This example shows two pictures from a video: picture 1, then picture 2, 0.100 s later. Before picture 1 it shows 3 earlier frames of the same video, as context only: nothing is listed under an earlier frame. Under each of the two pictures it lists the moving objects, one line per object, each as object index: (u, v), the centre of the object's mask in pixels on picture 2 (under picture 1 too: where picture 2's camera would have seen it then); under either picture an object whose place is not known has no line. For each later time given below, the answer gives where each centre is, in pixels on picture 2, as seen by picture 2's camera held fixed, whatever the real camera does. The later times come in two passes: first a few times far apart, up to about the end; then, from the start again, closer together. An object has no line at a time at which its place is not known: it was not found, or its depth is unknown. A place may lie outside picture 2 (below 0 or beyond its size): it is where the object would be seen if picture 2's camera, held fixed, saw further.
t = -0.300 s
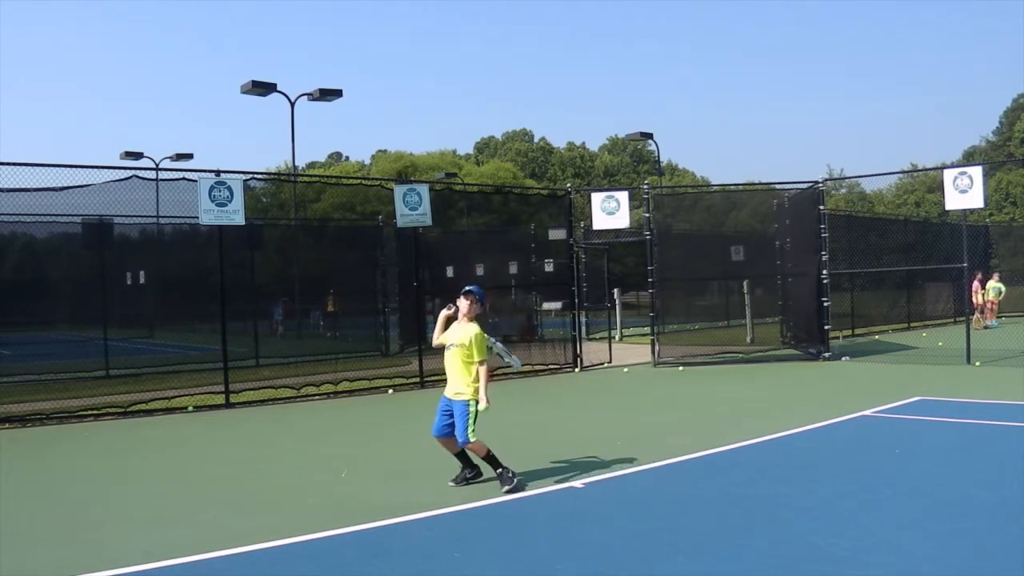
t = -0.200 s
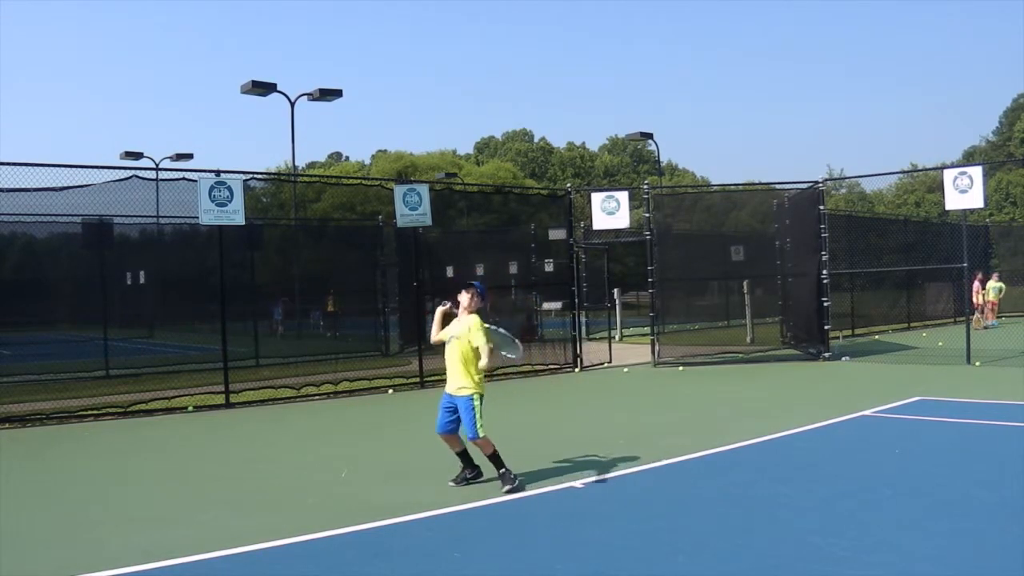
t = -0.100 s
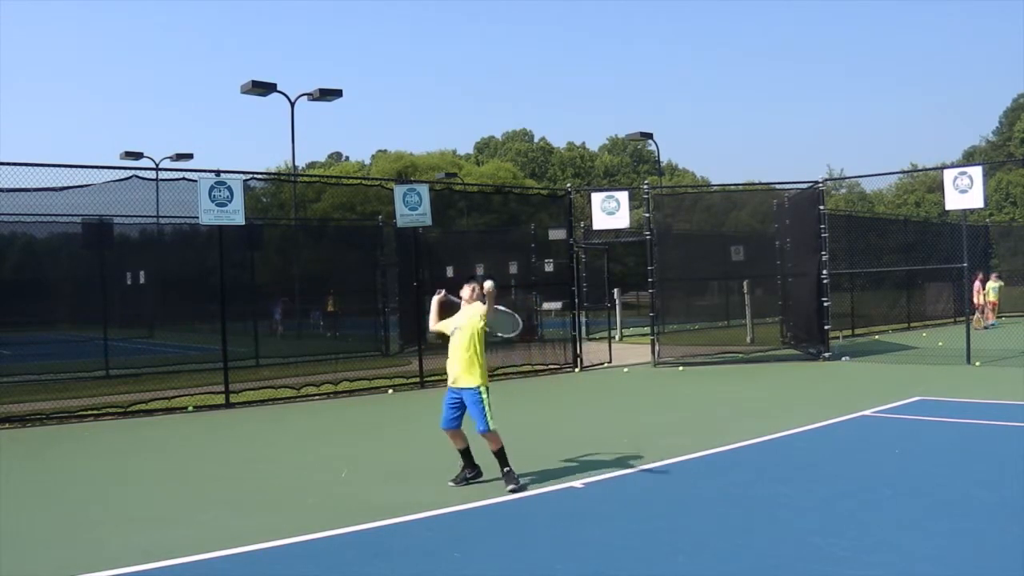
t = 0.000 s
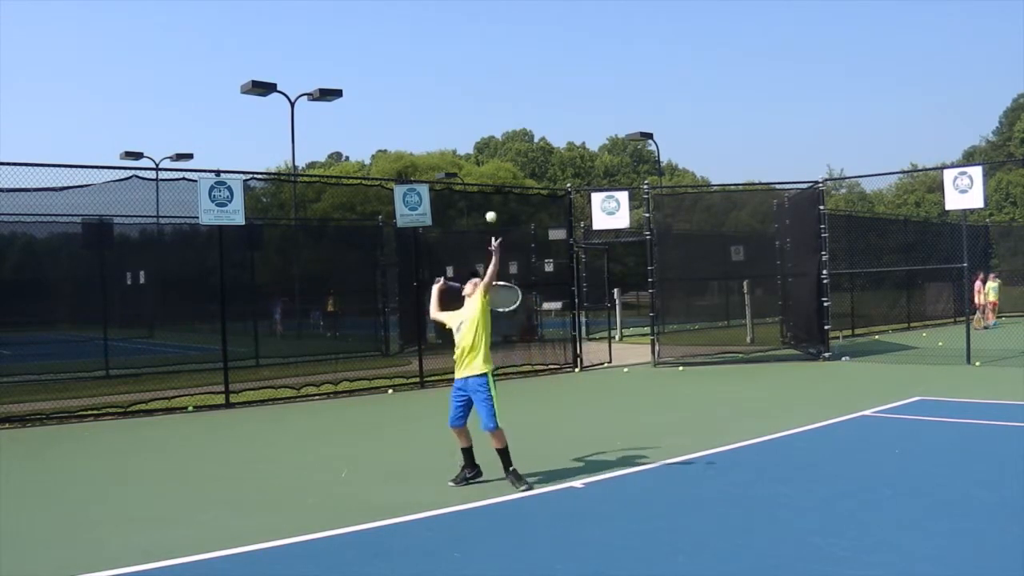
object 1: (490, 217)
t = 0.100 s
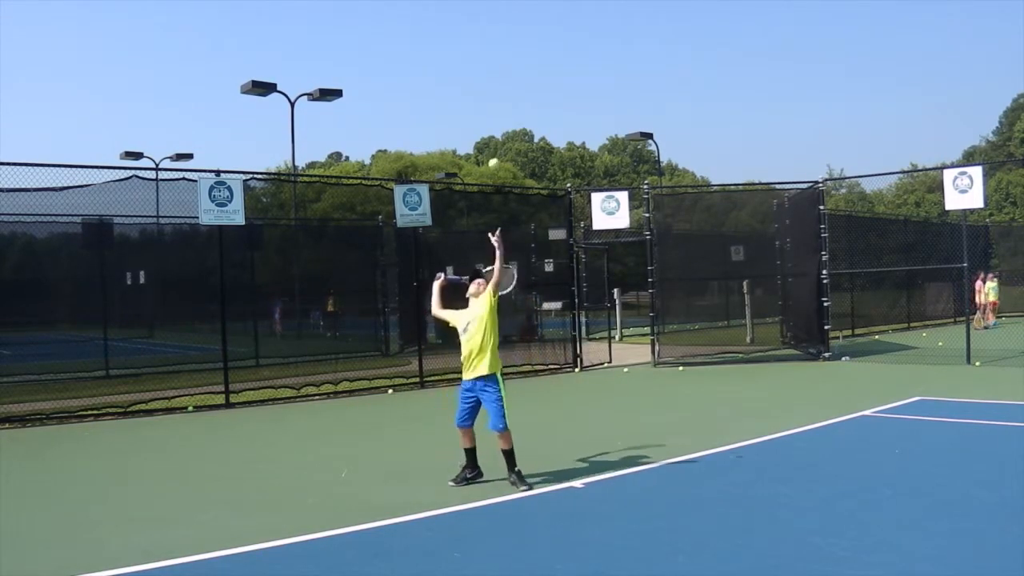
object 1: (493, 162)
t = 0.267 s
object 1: (499, 109)
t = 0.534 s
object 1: (512, 111)
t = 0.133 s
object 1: (494, 149)
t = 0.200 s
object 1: (497, 126)
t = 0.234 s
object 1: (498, 117)
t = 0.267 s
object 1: (499, 109)
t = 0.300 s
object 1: (501, 103)
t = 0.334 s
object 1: (502, 101)
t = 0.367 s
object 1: (503, 98)
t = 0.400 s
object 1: (505, 97)
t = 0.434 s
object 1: (506, 98)
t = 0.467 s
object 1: (508, 101)
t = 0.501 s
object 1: (510, 105)
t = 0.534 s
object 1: (512, 111)
